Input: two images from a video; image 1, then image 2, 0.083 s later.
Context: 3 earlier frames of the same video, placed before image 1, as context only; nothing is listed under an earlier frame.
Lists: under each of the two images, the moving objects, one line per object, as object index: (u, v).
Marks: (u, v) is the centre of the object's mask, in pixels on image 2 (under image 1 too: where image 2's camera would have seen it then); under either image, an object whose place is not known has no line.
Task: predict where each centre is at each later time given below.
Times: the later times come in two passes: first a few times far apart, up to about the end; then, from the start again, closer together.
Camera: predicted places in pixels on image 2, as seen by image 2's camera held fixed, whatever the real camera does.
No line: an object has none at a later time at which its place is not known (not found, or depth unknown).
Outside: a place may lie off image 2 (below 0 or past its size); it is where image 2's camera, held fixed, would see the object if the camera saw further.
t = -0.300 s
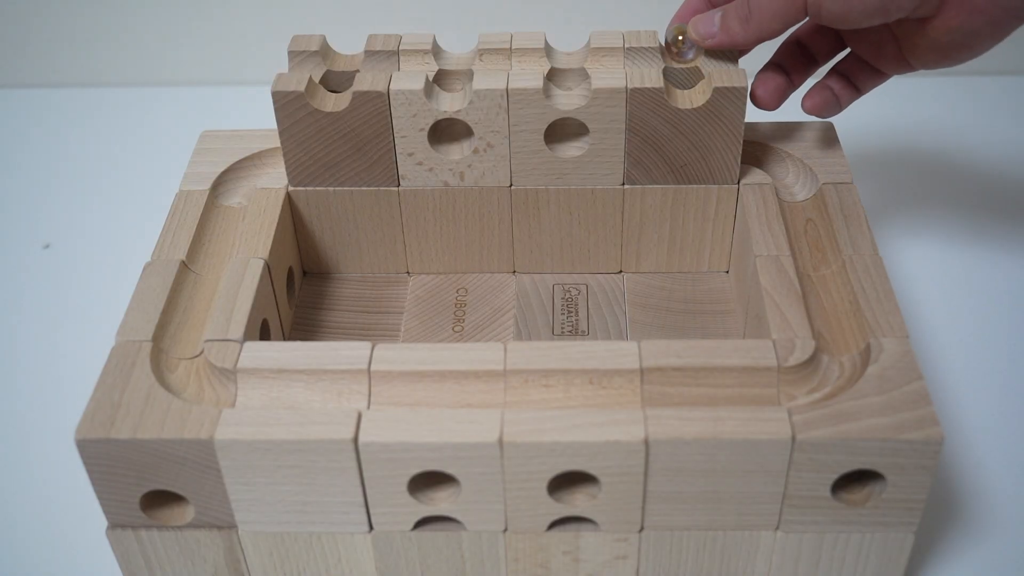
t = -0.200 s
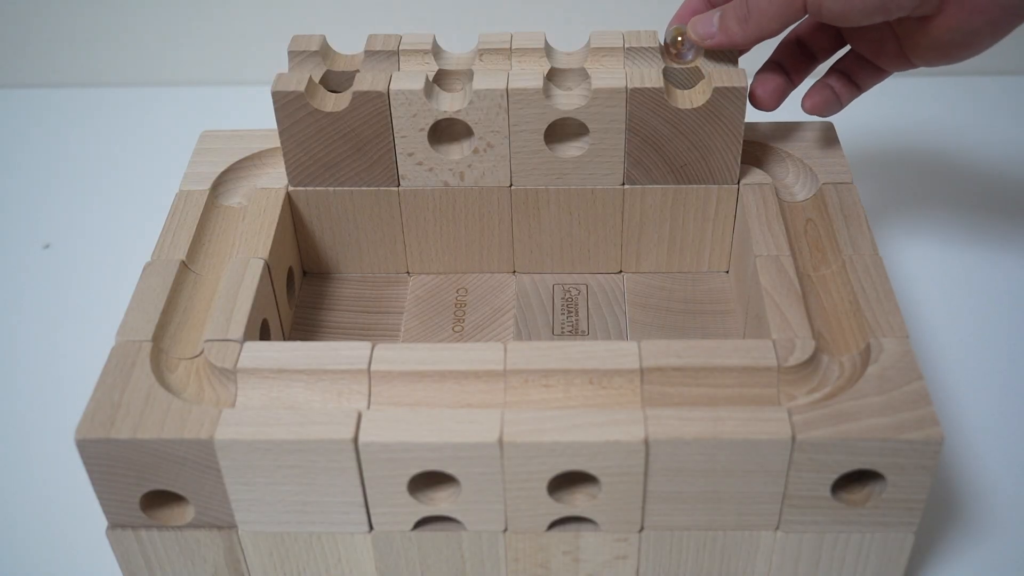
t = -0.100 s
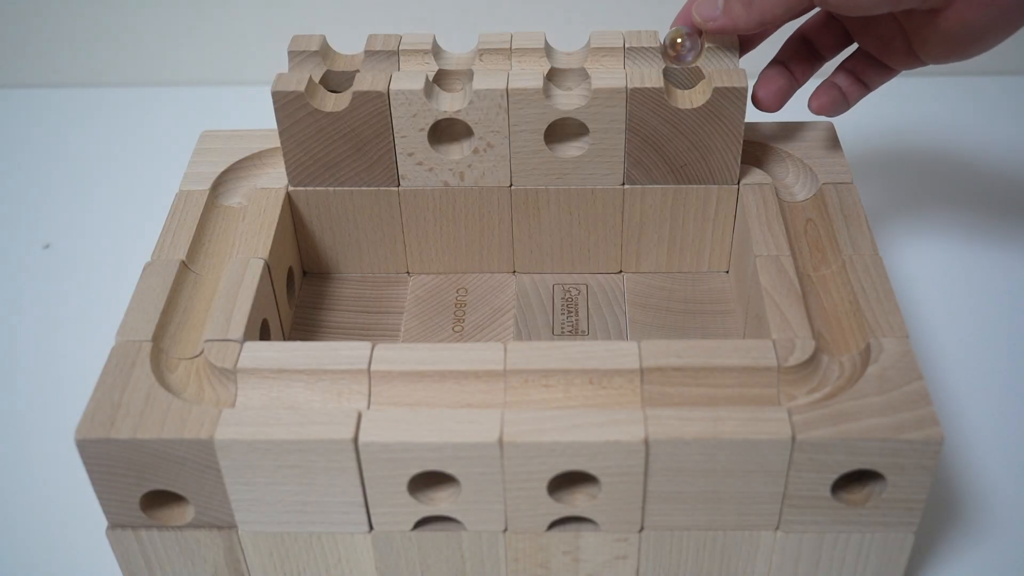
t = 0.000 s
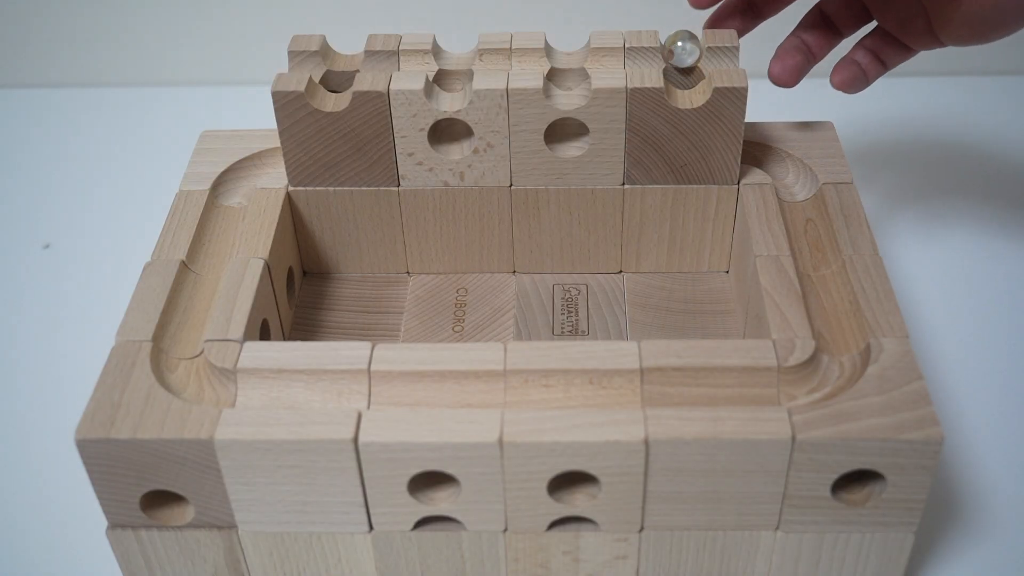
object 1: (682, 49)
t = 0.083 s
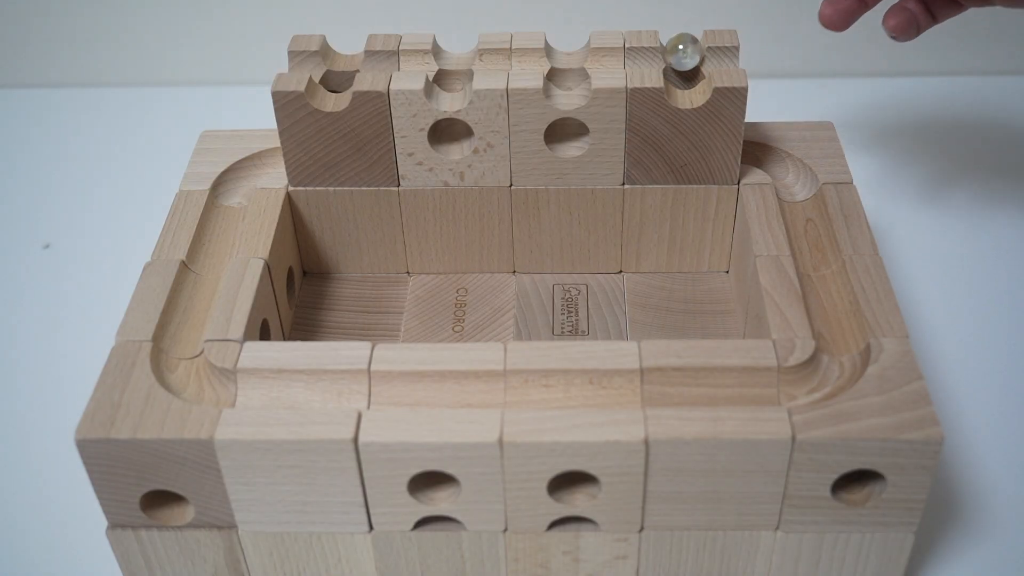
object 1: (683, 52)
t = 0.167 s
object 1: (682, 77)
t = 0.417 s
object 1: (796, 182)
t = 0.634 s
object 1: (823, 276)
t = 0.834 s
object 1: (842, 366)
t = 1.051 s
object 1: (718, 389)
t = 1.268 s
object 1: (587, 390)
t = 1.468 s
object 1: (478, 390)
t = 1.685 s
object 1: (363, 391)
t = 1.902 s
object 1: (253, 390)
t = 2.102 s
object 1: (180, 369)
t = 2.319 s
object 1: (192, 307)
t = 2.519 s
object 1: (208, 259)
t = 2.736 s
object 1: (225, 214)
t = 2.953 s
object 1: (241, 179)
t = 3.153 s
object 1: (272, 159)
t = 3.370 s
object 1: (270, 160)
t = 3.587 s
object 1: (268, 161)
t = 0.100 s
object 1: (684, 53)
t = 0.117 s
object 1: (683, 56)
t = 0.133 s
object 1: (684, 61)
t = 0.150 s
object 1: (683, 70)
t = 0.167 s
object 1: (682, 77)
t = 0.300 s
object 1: (746, 134)
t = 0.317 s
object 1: (752, 136)
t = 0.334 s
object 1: (760, 140)
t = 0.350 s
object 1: (770, 144)
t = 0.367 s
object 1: (779, 155)
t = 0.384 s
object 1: (786, 168)
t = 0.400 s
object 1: (790, 176)
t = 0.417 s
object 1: (796, 182)
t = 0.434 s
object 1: (800, 190)
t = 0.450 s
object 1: (802, 196)
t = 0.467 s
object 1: (802, 204)
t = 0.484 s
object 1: (802, 211)
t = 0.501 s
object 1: (803, 218)
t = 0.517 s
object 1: (806, 225)
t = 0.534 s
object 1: (811, 232)
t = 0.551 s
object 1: (813, 240)
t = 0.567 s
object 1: (814, 248)
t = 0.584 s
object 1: (815, 255)
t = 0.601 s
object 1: (816, 260)
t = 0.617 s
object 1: (818, 268)
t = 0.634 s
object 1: (823, 276)
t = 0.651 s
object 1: (827, 282)
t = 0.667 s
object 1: (828, 290)
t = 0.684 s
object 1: (828, 298)
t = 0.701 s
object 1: (829, 304)
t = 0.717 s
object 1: (831, 312)
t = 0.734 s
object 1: (834, 320)
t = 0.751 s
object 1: (839, 328)
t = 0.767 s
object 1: (842, 335)
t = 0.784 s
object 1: (842, 343)
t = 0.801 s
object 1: (843, 351)
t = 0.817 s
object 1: (843, 359)
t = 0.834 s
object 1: (842, 366)
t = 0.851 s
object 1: (838, 371)
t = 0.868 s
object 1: (829, 377)
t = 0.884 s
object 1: (822, 380)
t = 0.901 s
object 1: (813, 384)
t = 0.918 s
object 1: (803, 387)
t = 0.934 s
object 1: (793, 388)
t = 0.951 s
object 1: (782, 389)
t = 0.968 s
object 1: (770, 389)
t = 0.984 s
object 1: (760, 387)
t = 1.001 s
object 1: (750, 387)
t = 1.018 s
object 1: (739, 389)
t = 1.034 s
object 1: (729, 389)
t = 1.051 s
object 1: (718, 389)
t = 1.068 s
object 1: (707, 389)
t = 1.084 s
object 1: (696, 388)
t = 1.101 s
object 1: (686, 387)
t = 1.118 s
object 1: (676, 388)
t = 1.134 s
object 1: (666, 389)
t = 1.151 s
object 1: (655, 390)
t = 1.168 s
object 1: (644, 389)
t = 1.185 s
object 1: (635, 389)
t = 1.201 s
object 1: (626, 390)
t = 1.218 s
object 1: (616, 391)
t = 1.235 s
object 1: (607, 391)
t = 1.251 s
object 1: (597, 391)
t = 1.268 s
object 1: (587, 390)
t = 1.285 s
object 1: (579, 388)
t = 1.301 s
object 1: (570, 390)
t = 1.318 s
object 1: (560, 391)
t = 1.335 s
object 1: (551, 391)
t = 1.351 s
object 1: (542, 391)
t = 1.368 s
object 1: (533, 390)
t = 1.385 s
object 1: (524, 389)
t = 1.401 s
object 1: (515, 389)
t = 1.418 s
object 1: (506, 390)
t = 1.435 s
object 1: (497, 391)
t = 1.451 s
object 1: (488, 391)
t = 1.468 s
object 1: (478, 390)
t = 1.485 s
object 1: (470, 390)
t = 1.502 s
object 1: (461, 389)
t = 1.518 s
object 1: (451, 390)
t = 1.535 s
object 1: (443, 391)
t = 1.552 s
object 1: (434, 391)
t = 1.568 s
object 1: (425, 391)
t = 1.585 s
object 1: (416, 390)
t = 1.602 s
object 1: (407, 390)
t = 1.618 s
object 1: (398, 390)
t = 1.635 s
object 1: (390, 391)
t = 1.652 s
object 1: (381, 391)
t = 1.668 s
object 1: (372, 391)
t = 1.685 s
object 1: (363, 391)
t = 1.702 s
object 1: (354, 390)
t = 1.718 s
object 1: (346, 390)
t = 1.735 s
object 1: (338, 390)
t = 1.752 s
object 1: (329, 390)
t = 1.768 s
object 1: (320, 390)
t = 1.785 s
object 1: (312, 390)
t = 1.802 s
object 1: (304, 390)
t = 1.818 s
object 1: (295, 389)
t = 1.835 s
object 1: (287, 390)
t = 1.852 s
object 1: (278, 390)
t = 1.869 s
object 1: (270, 390)
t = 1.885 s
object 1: (261, 390)
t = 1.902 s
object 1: (253, 390)
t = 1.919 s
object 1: (245, 389)
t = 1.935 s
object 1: (237, 389)
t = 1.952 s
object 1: (229, 389)
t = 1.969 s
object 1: (221, 389)
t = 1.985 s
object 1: (214, 388)
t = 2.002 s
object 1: (209, 386)
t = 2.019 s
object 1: (201, 384)
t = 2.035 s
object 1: (195, 382)
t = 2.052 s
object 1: (189, 380)
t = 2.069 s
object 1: (186, 377)
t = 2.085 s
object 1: (183, 373)
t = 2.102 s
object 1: (180, 369)
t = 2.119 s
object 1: (177, 364)
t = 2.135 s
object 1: (175, 359)
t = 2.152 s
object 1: (176, 354)
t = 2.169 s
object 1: (178, 349)
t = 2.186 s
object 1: (179, 344)
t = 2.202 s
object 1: (180, 339)
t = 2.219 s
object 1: (181, 335)
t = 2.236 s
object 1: (182, 330)
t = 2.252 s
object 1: (185, 325)
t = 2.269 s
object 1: (187, 320)
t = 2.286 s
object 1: (189, 316)
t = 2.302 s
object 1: (190, 311)
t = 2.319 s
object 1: (192, 307)
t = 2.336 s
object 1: (193, 302)
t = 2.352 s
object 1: (195, 298)
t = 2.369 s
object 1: (196, 294)
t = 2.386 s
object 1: (198, 290)
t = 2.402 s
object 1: (199, 286)
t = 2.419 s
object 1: (201, 282)
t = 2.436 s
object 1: (202, 278)
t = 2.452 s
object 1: (203, 273)
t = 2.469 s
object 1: (204, 270)
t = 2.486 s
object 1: (206, 266)
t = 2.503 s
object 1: (208, 262)
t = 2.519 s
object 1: (208, 259)
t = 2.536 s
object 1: (211, 255)
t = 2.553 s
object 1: (214, 251)
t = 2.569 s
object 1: (215, 247)
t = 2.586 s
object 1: (216, 244)
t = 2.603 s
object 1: (216, 240)
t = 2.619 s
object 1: (217, 237)
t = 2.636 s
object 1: (219, 233)
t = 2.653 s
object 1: (221, 229)
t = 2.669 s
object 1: (223, 226)
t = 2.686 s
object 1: (223, 223)
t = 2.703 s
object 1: (223, 220)
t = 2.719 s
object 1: (224, 217)
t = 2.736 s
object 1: (225, 214)
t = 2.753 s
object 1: (227, 210)
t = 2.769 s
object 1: (229, 207)
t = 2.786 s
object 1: (230, 204)
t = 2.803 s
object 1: (230, 201)
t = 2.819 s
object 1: (230, 199)
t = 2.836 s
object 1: (231, 196)
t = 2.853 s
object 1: (233, 192)
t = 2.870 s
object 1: (234, 190)
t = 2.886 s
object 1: (235, 188)
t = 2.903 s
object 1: (236, 186)
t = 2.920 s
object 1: (237, 183)
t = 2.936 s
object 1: (238, 181)
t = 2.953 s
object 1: (241, 179)
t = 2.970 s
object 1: (244, 176)
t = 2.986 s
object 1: (246, 174)
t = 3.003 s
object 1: (249, 172)
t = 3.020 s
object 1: (251, 170)
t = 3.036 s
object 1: (253, 168)
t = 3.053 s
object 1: (257, 166)
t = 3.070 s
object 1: (260, 164)
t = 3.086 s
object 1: (263, 163)
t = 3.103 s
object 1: (266, 162)
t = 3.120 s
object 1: (268, 161)
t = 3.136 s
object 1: (270, 160)
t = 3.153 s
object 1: (272, 159)
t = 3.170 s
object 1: (272, 159)
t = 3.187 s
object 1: (272, 158)
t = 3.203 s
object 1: (272, 158)
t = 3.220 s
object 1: (272, 159)
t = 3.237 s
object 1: (272, 160)
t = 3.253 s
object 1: (271, 160)
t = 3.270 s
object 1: (271, 160)
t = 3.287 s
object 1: (271, 159)
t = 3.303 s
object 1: (271, 159)
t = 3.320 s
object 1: (270, 159)
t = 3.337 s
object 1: (270, 159)
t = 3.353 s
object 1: (270, 160)
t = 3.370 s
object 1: (270, 160)
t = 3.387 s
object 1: (270, 160)
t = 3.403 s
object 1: (270, 160)
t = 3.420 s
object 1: (269, 159)
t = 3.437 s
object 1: (269, 160)
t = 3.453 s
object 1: (269, 160)
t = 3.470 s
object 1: (268, 161)
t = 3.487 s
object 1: (269, 161)
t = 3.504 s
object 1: (268, 161)
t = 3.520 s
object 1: (268, 161)
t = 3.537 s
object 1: (267, 160)
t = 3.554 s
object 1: (268, 160)
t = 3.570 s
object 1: (267, 161)
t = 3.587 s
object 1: (268, 161)
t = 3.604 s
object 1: (268, 161)
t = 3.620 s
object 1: (267, 161)
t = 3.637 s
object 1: (267, 161)
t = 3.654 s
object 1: (266, 161)
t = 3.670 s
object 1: (266, 161)
